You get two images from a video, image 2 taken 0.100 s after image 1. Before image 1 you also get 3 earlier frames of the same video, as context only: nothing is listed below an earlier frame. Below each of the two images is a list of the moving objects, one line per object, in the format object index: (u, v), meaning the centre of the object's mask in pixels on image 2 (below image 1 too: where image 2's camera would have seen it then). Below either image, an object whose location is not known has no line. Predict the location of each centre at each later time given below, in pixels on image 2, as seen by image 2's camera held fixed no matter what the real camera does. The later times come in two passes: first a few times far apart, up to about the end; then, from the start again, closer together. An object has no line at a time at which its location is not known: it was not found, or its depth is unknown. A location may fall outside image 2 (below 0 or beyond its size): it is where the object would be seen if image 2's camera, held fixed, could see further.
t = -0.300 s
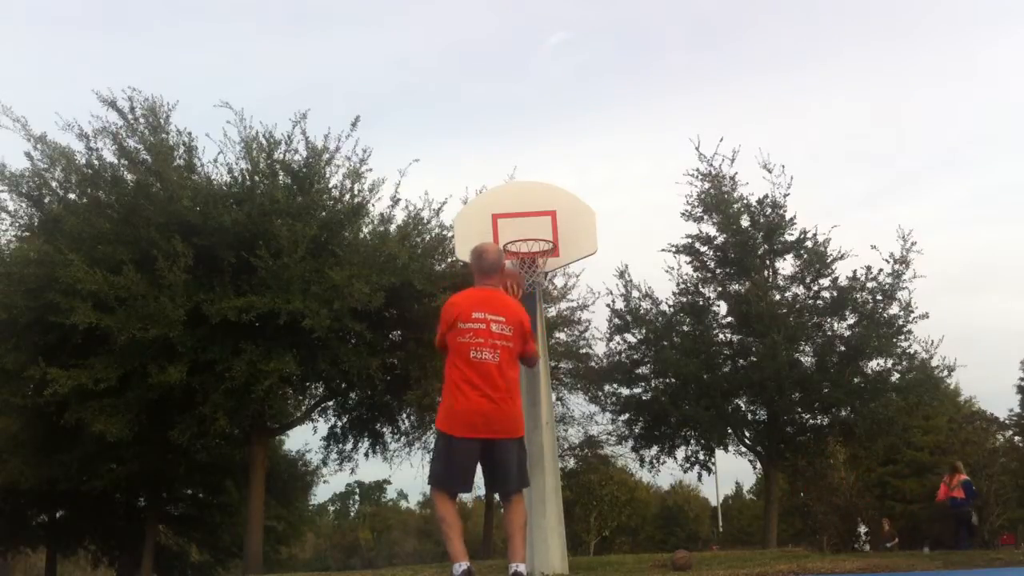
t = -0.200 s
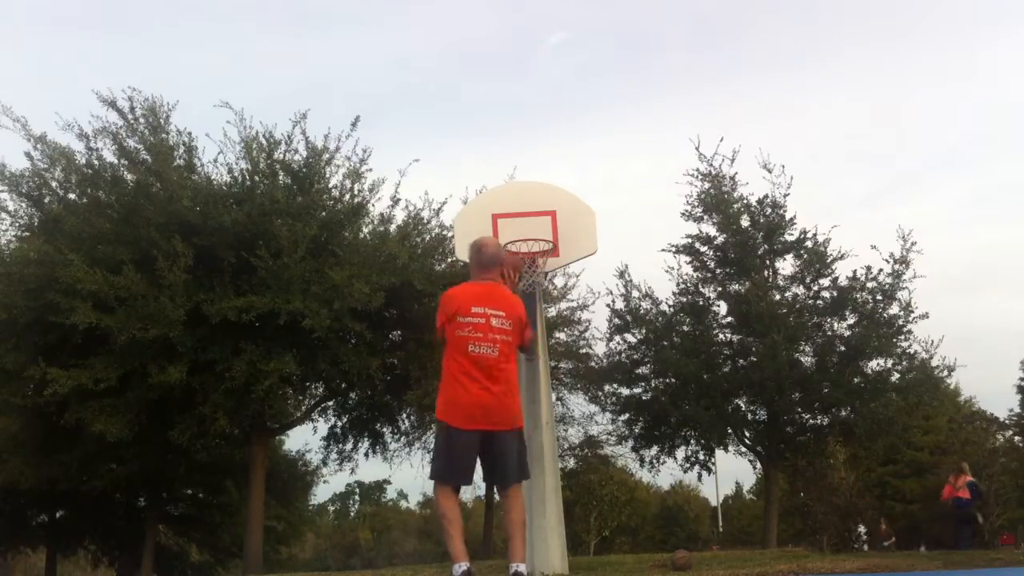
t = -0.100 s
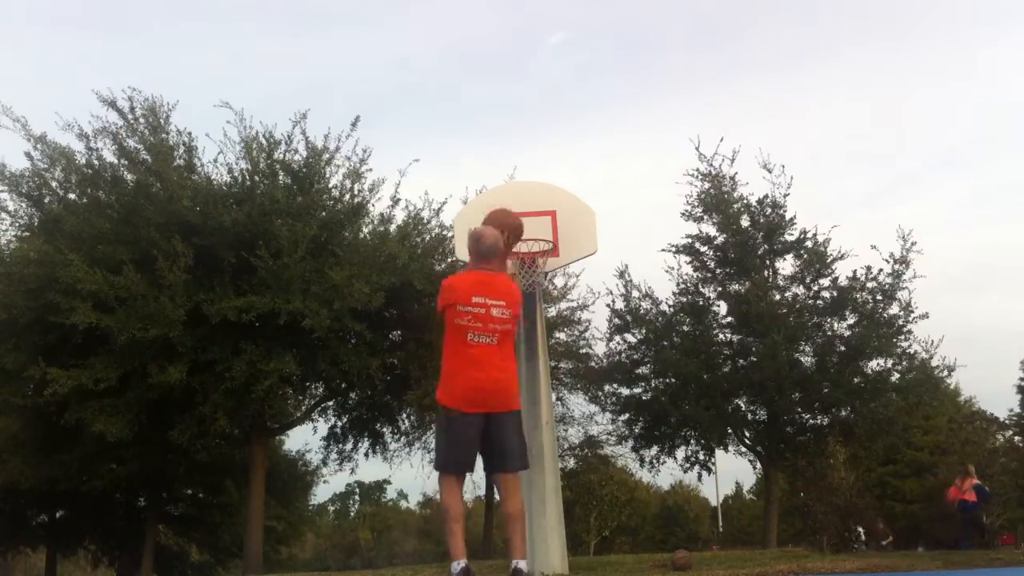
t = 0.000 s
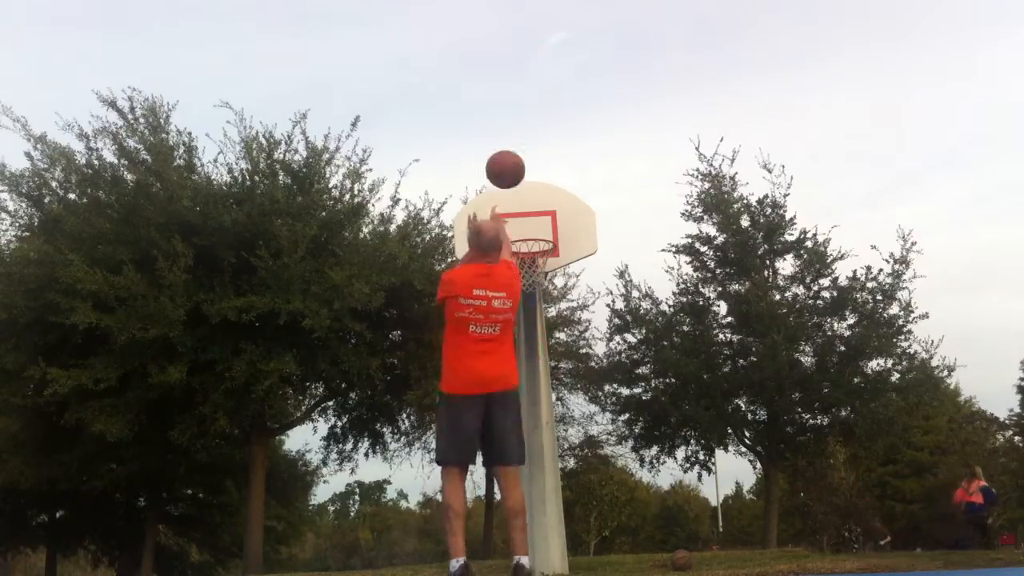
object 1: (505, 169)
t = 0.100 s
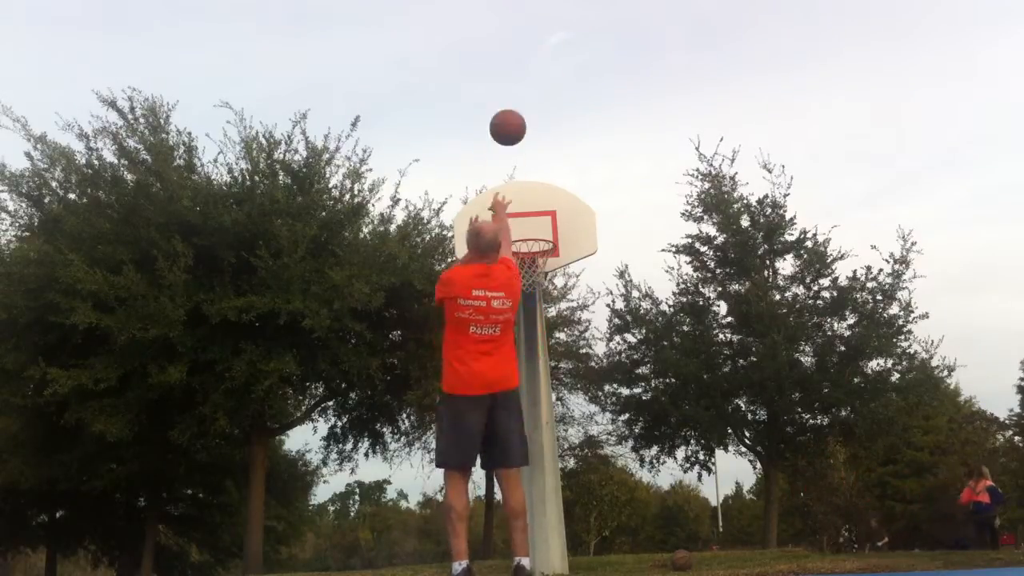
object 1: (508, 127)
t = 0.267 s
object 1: (512, 95)
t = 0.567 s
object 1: (522, 126)
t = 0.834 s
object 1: (532, 224)
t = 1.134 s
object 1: (549, 294)
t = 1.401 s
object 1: (580, 410)
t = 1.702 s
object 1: (612, 527)
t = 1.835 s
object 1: (612, 471)
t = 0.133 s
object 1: (508, 117)
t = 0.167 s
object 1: (509, 109)
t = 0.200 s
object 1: (510, 103)
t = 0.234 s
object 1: (511, 98)
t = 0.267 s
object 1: (512, 95)
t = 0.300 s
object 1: (513, 93)
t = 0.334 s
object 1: (514, 93)
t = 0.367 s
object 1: (515, 94)
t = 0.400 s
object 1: (516, 96)
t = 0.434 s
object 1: (517, 100)
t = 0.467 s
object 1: (518, 105)
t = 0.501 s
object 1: (519, 111)
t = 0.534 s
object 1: (521, 118)
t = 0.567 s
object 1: (522, 126)
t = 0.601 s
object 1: (523, 135)
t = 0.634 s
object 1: (524, 145)
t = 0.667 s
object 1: (526, 156)
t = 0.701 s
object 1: (527, 167)
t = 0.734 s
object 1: (528, 180)
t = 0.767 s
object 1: (529, 194)
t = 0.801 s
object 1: (531, 208)
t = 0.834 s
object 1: (532, 224)
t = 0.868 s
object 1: (534, 241)
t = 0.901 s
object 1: (530, 247)
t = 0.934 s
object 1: (524, 247)
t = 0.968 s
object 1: (524, 255)
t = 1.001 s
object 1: (530, 259)
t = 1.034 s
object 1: (540, 267)
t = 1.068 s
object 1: (542, 280)
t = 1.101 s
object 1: (546, 286)
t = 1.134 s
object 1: (549, 294)
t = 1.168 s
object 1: (552, 305)
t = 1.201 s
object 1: (556, 316)
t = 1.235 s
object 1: (560, 328)
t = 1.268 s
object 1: (564, 344)
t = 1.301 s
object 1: (570, 354)
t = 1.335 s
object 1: (574, 372)
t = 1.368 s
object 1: (576, 390)
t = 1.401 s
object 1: (580, 410)
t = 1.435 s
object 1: (585, 430)
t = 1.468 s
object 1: (589, 450)
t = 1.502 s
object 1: (595, 470)
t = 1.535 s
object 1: (600, 498)
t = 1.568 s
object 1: (602, 524)
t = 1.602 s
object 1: (608, 552)
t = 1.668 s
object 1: (613, 547)
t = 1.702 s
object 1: (612, 527)
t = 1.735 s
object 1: (612, 512)
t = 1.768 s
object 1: (612, 497)
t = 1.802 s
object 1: (615, 485)
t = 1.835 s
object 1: (612, 471)
